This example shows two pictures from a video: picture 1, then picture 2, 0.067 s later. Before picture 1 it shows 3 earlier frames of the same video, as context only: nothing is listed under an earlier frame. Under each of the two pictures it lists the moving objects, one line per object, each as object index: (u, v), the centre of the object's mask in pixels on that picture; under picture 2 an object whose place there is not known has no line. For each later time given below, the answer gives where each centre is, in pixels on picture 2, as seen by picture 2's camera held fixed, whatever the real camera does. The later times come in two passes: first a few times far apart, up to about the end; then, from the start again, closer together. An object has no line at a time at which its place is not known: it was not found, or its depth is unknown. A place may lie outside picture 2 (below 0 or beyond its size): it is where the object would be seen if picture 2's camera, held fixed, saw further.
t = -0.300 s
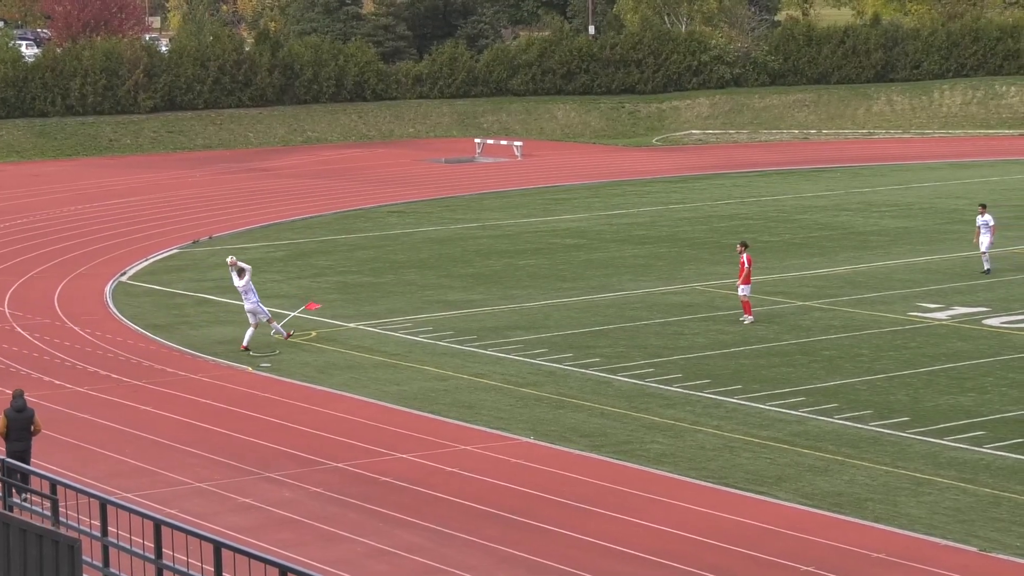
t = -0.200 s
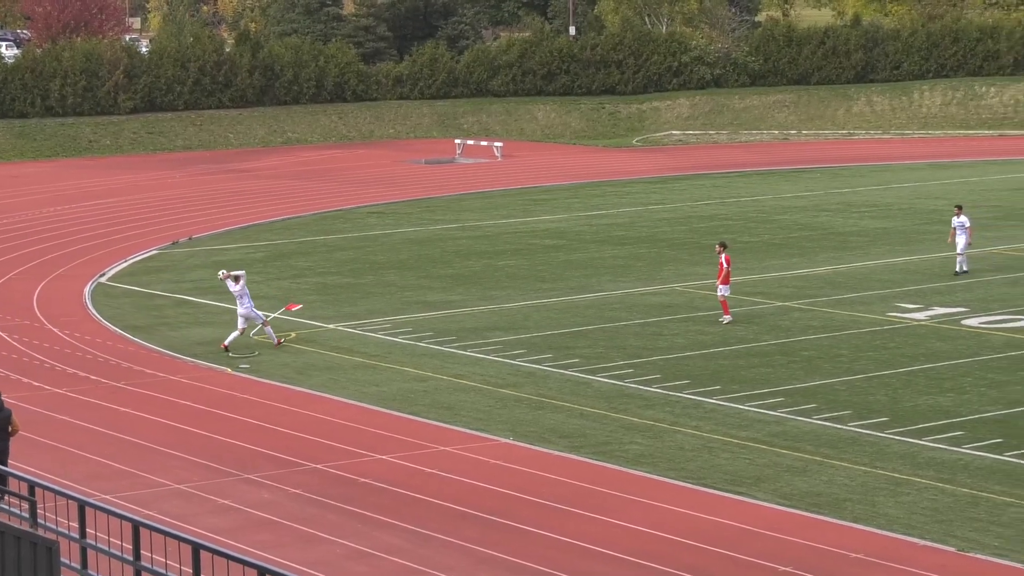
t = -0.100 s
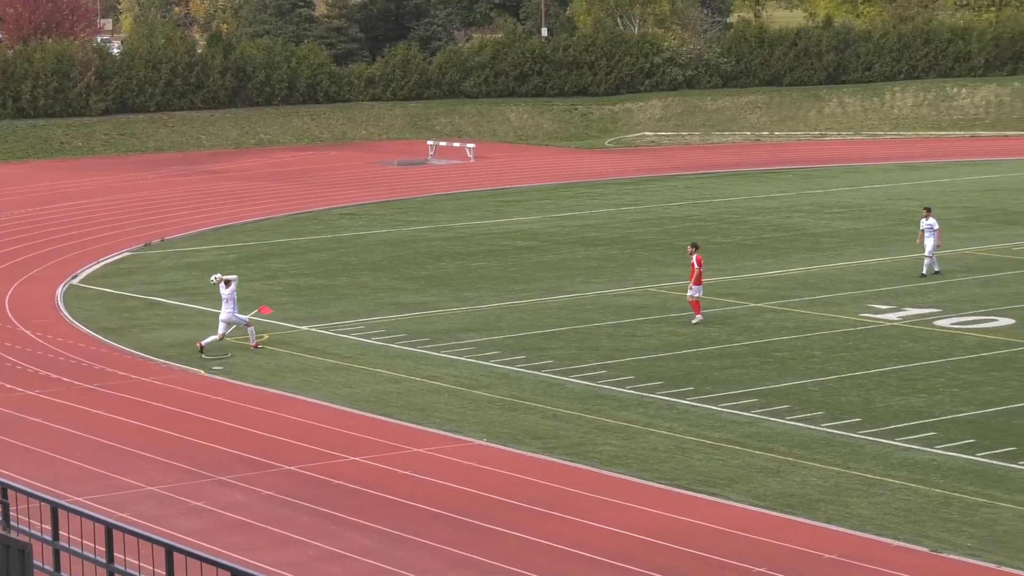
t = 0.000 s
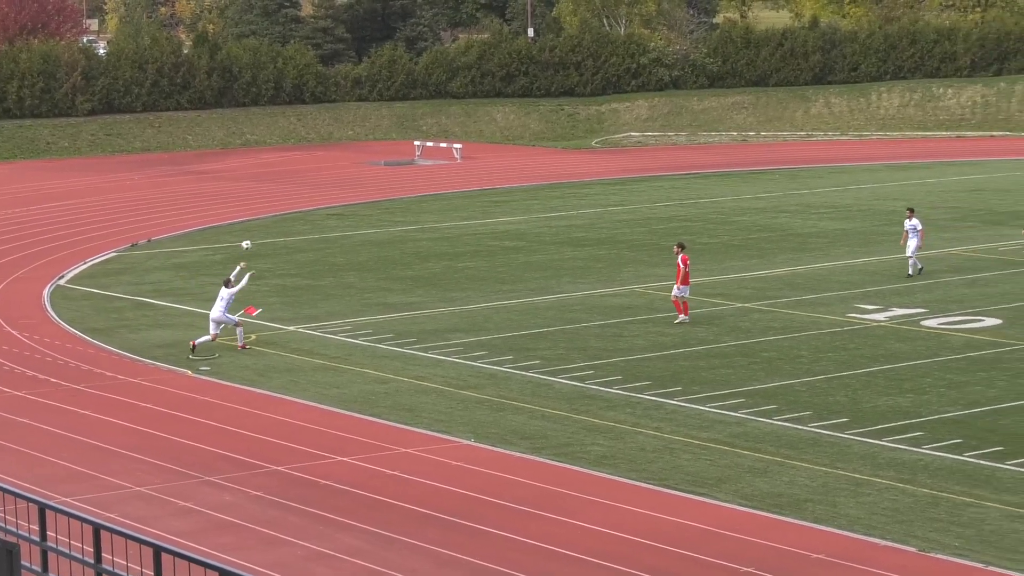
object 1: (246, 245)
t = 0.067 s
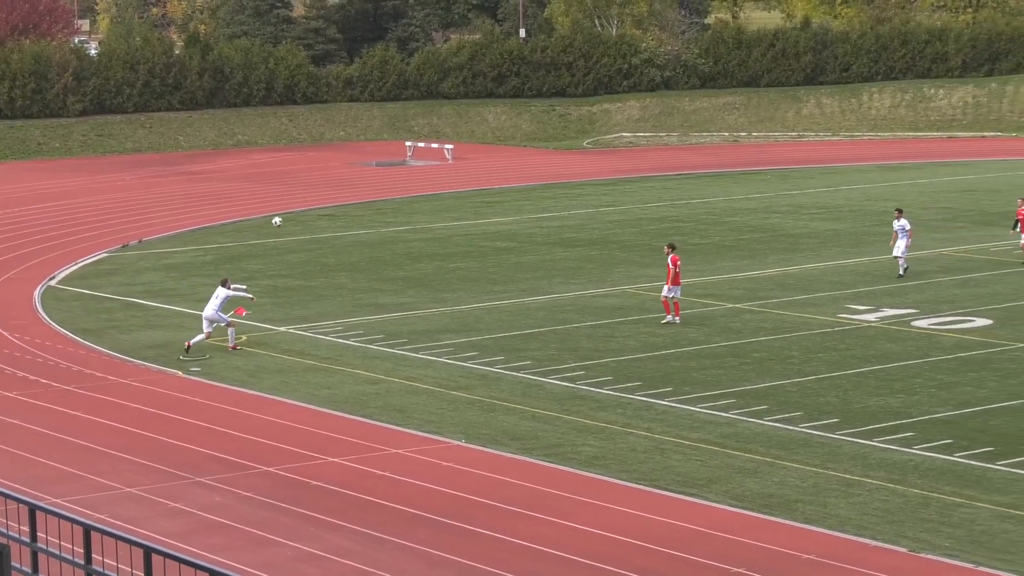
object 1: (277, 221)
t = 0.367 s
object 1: (444, 143)
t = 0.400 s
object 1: (462, 137)
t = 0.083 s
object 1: (287, 216)
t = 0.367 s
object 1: (444, 143)
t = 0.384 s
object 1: (453, 140)
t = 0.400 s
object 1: (462, 137)
